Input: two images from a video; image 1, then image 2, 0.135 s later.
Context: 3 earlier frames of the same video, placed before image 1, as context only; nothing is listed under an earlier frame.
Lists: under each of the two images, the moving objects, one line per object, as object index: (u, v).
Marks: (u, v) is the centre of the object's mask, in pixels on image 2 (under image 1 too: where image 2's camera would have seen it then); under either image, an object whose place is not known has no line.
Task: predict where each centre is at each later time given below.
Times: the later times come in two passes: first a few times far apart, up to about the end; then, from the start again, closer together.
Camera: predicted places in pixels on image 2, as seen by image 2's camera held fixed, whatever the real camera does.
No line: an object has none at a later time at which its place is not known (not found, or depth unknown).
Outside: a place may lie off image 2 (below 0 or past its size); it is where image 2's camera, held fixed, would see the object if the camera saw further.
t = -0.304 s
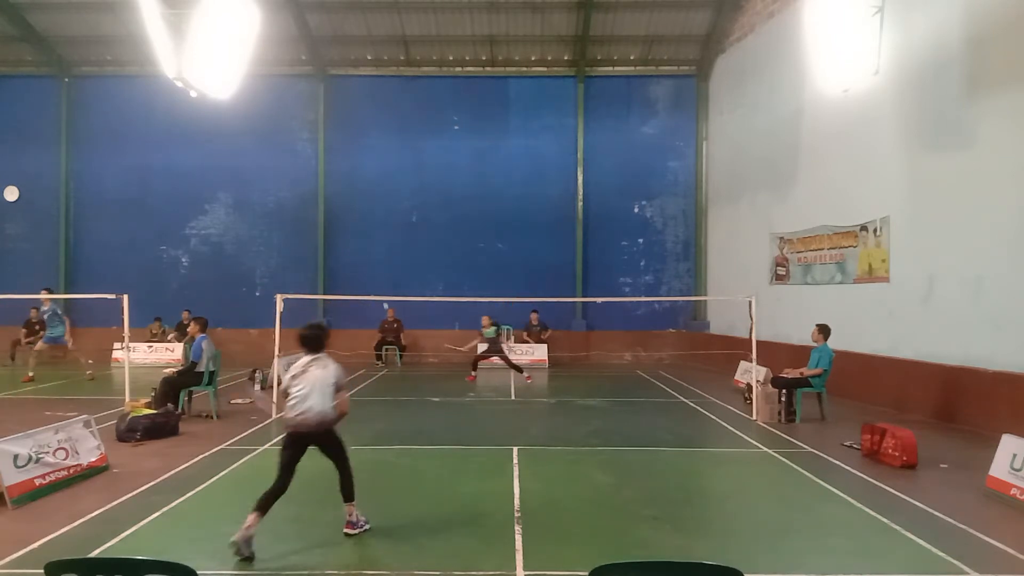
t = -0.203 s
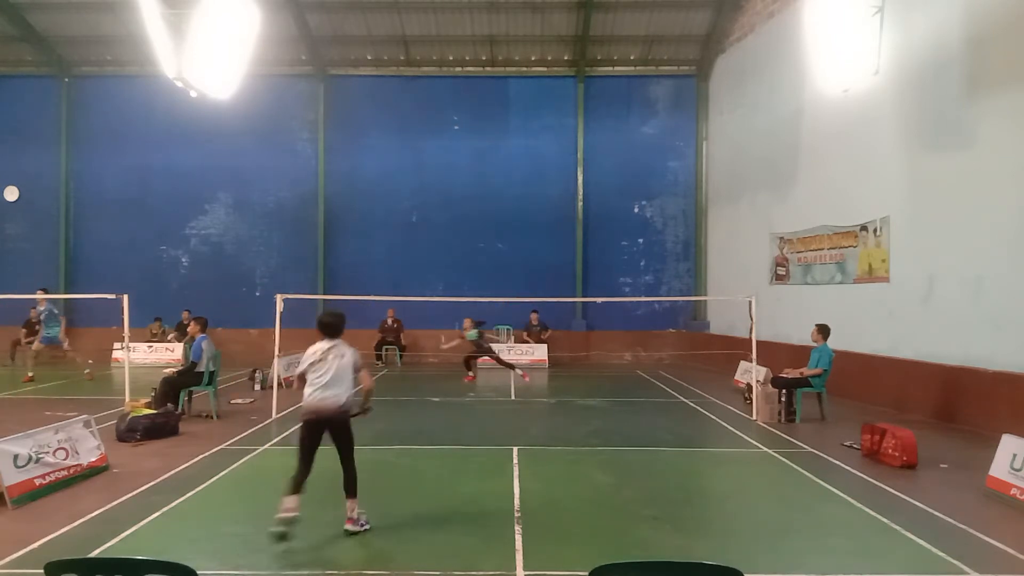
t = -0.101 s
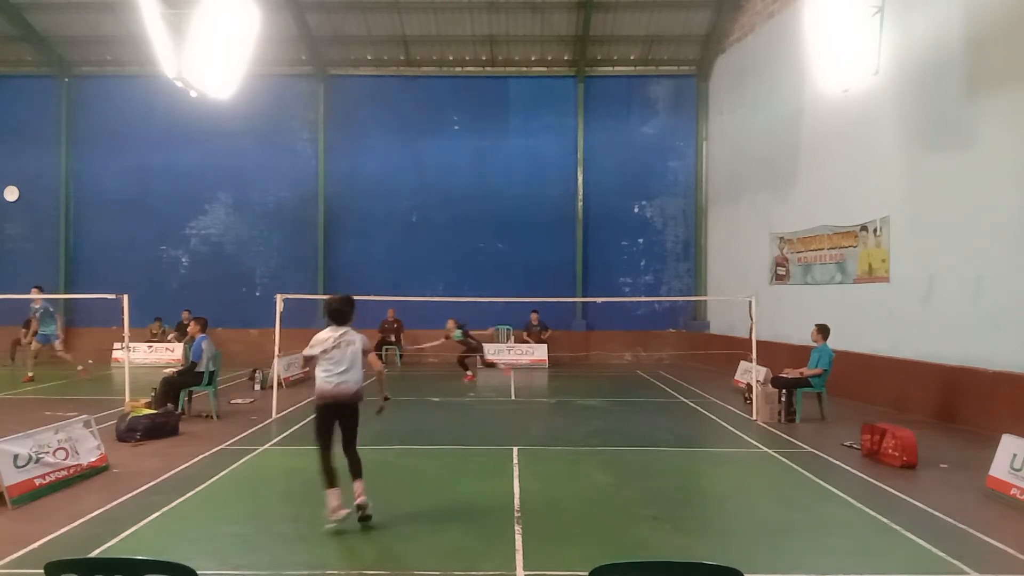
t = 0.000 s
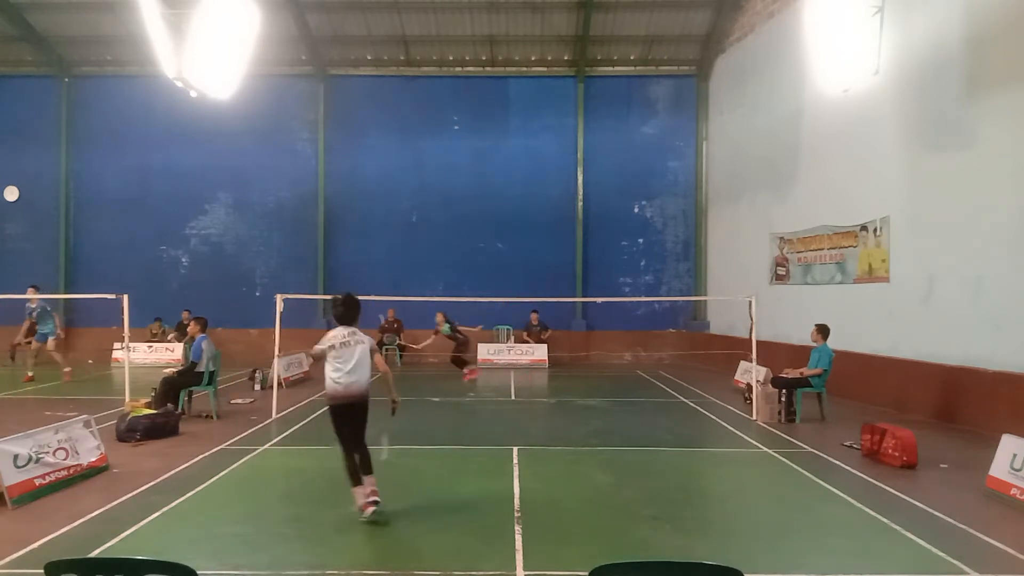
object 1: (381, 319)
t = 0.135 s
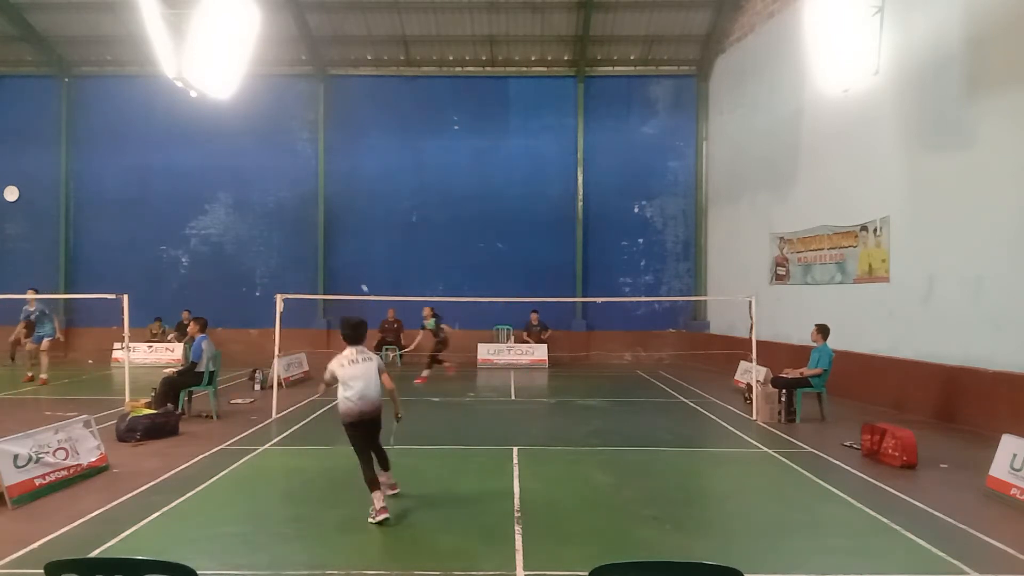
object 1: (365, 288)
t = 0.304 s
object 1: (346, 269)
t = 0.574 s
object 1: (317, 284)
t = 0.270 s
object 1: (349, 272)
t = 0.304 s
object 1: (346, 269)
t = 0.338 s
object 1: (342, 268)
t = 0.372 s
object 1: (339, 268)
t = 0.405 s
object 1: (335, 268)
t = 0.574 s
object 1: (317, 284)
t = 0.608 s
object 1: (313, 289)
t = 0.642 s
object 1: (309, 297)
